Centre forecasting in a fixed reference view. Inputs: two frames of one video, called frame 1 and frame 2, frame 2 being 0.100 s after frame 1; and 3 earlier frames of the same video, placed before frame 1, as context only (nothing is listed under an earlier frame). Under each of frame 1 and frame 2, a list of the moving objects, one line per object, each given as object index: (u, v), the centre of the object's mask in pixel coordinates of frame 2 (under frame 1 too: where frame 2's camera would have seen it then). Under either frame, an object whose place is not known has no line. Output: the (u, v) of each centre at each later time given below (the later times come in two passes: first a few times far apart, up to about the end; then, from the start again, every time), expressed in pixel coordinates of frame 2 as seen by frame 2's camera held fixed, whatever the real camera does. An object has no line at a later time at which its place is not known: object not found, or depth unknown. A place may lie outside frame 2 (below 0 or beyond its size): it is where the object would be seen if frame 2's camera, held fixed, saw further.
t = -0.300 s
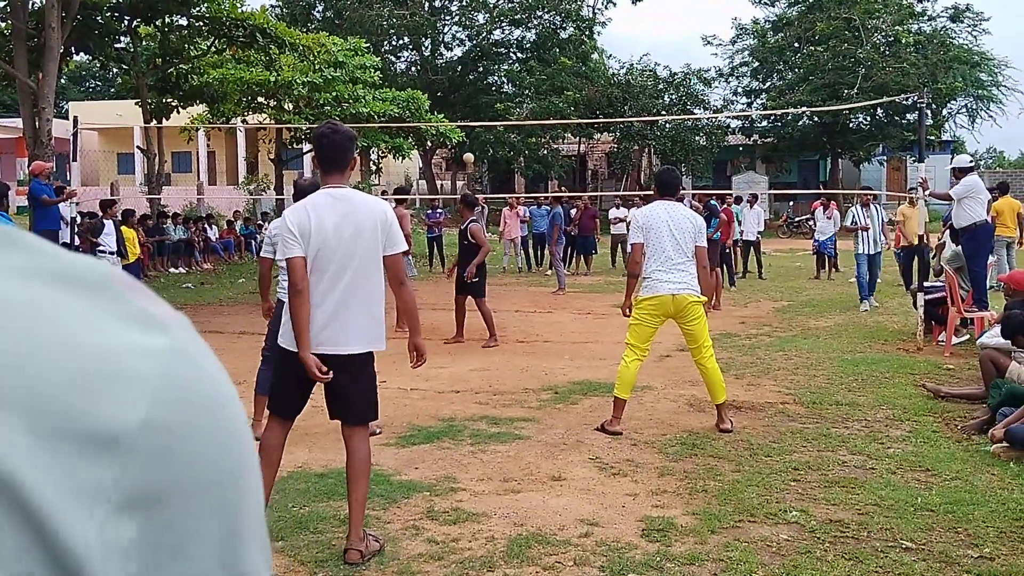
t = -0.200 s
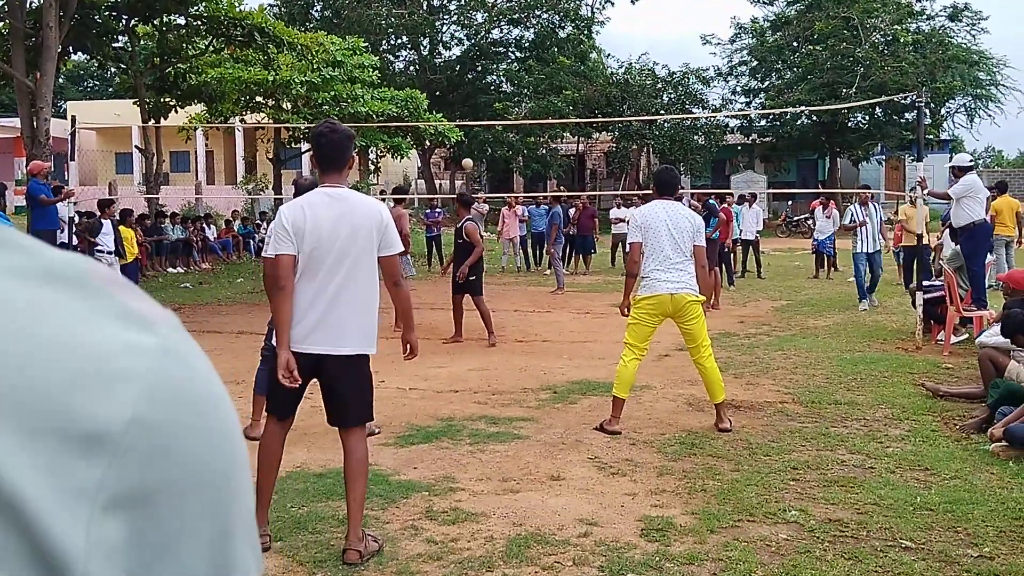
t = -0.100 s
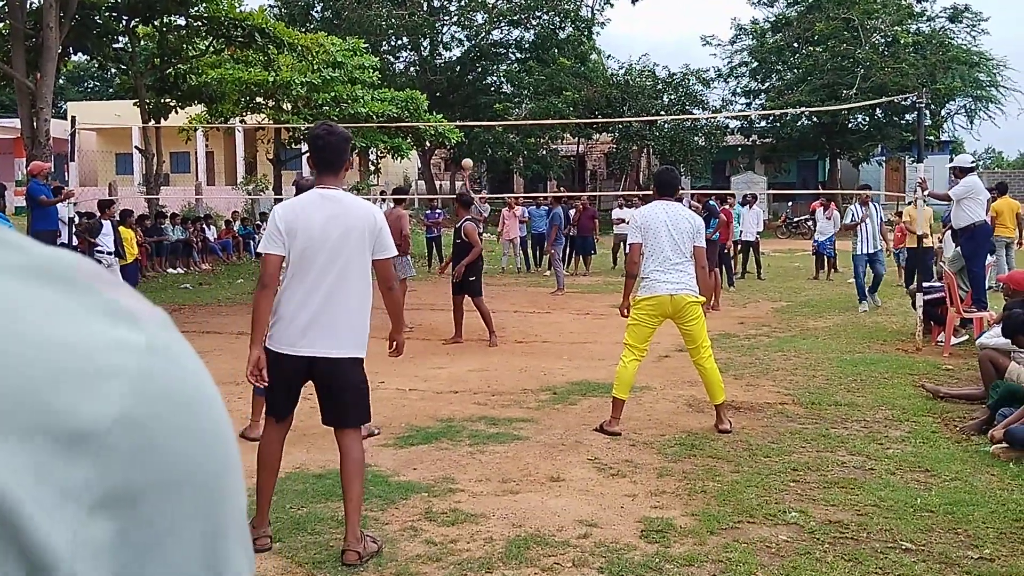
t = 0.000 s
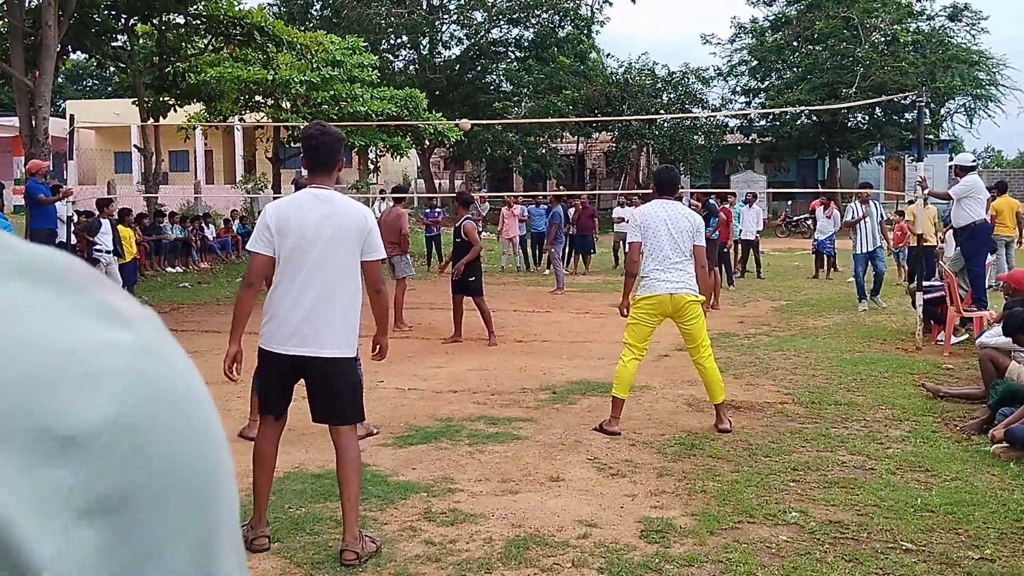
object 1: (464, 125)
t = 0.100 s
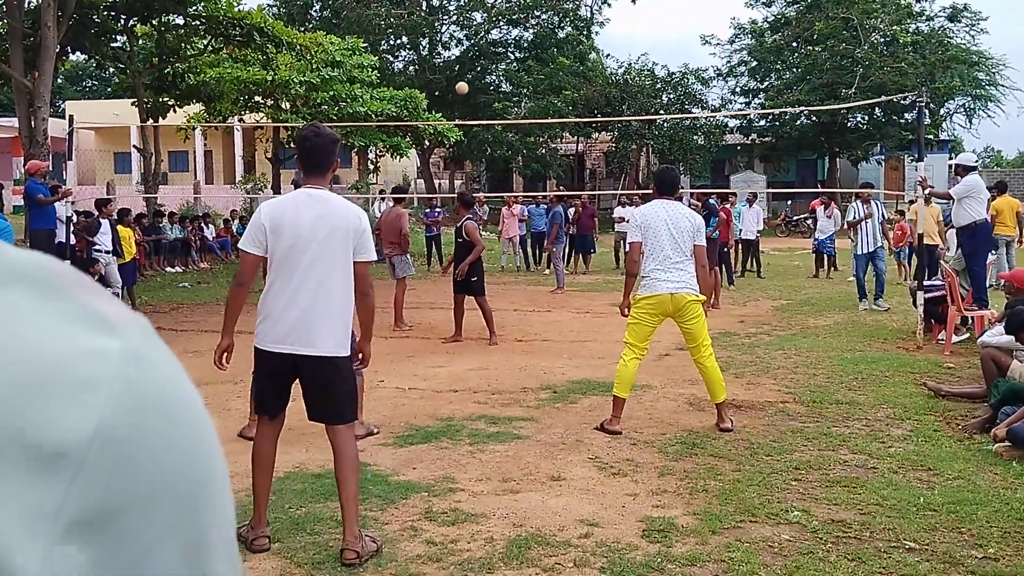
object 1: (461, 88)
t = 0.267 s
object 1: (459, 28)
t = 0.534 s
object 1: (459, -61)
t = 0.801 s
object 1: (461, -124)
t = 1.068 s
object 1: (473, -138)
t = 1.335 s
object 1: (514, -46)
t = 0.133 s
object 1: (461, 76)
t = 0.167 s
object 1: (460, 64)
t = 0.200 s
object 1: (460, 53)
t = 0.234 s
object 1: (459, 40)
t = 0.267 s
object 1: (459, 28)
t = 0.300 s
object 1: (459, 17)
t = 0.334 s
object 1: (458, 5)
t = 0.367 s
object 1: (459, -7)
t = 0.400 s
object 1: (459, -18)
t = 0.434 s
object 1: (459, -30)
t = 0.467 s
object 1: (459, -40)
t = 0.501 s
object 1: (459, -51)
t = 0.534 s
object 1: (459, -61)
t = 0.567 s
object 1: (458, -70)
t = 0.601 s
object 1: (458, -78)
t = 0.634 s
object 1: (458, -88)
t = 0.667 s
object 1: (459, -97)
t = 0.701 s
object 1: (459, -103)
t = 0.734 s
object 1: (460, -111)
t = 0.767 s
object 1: (460, -119)
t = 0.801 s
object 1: (461, -124)
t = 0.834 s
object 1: (462, -129)
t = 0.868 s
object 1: (463, -134)
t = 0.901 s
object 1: (465, -138)
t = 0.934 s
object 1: (466, -140)
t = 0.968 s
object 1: (467, -141)
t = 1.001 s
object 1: (469, -141)
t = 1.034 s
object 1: (471, -141)
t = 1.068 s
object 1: (473, -138)
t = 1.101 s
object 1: (476, -133)
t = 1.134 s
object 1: (480, -128)
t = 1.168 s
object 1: (483, -121)
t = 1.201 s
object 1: (487, -110)
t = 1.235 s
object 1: (492, -99)
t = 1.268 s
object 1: (499, -85)
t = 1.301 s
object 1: (506, -67)
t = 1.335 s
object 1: (514, -46)
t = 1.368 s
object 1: (526, -24)
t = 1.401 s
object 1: (535, 7)
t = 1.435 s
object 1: (551, 36)
